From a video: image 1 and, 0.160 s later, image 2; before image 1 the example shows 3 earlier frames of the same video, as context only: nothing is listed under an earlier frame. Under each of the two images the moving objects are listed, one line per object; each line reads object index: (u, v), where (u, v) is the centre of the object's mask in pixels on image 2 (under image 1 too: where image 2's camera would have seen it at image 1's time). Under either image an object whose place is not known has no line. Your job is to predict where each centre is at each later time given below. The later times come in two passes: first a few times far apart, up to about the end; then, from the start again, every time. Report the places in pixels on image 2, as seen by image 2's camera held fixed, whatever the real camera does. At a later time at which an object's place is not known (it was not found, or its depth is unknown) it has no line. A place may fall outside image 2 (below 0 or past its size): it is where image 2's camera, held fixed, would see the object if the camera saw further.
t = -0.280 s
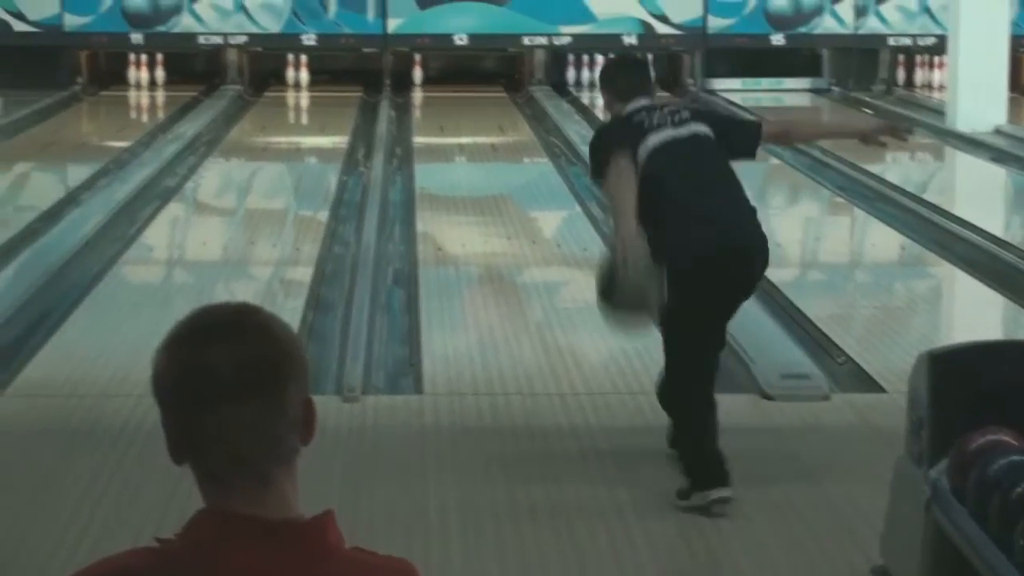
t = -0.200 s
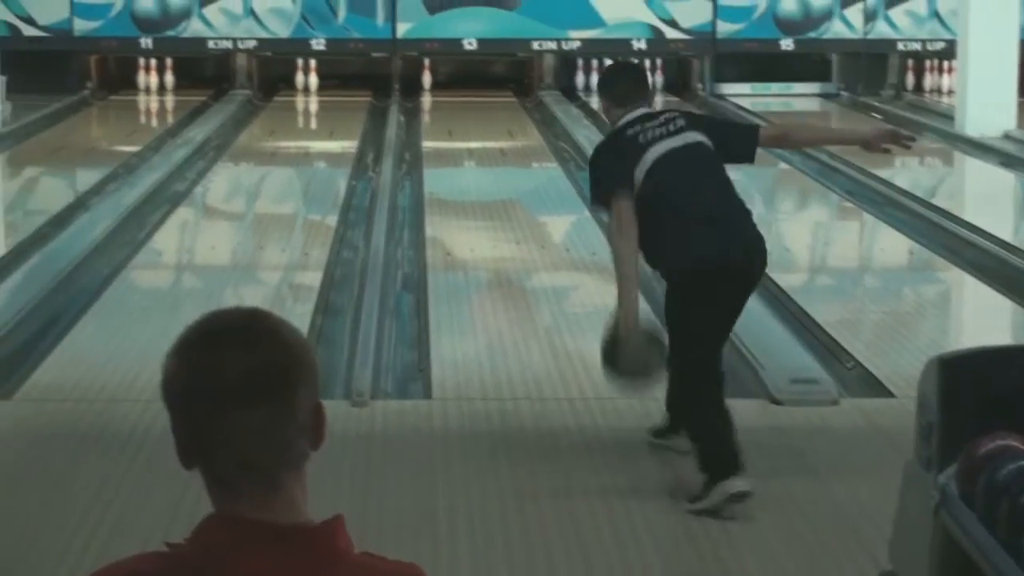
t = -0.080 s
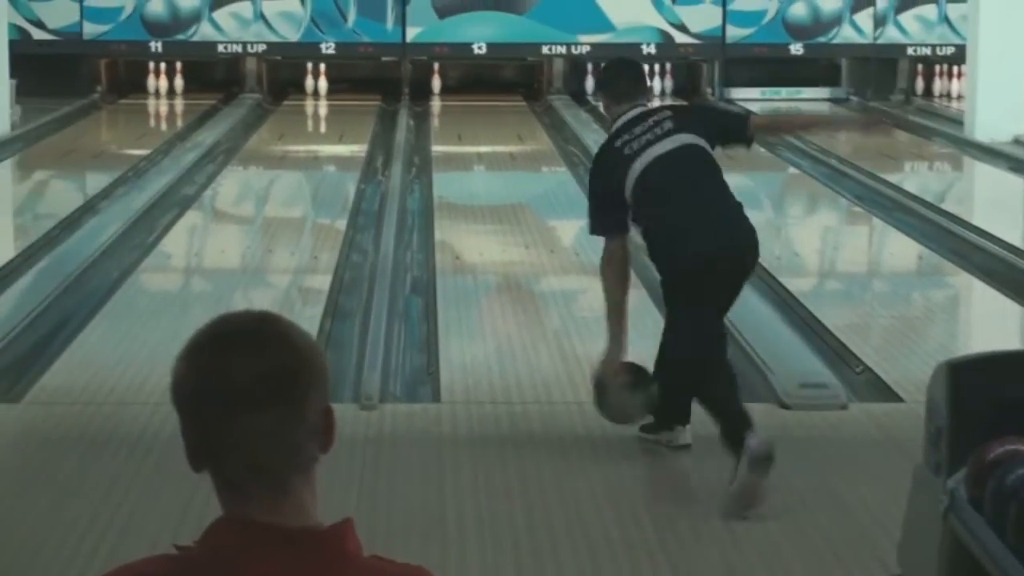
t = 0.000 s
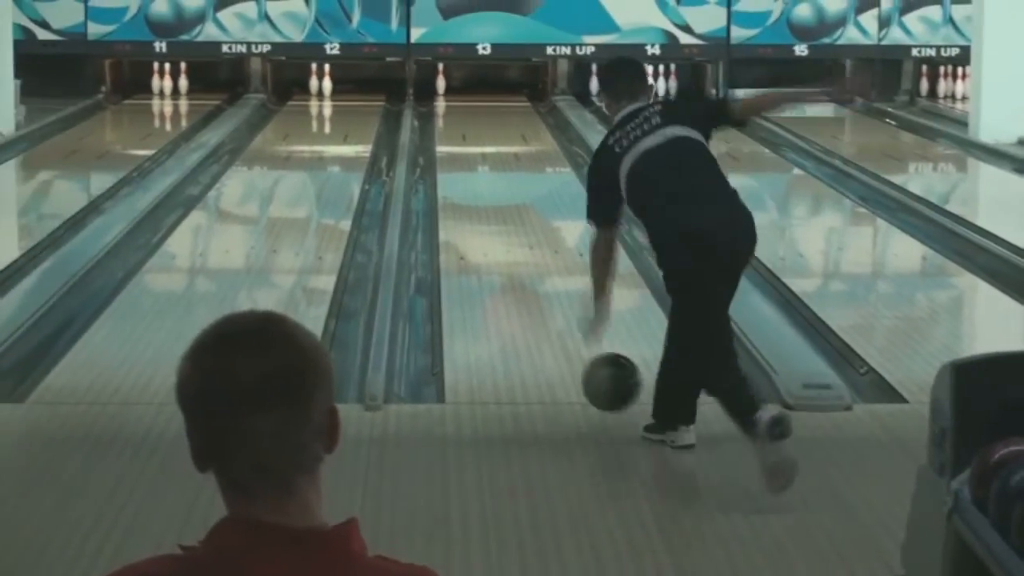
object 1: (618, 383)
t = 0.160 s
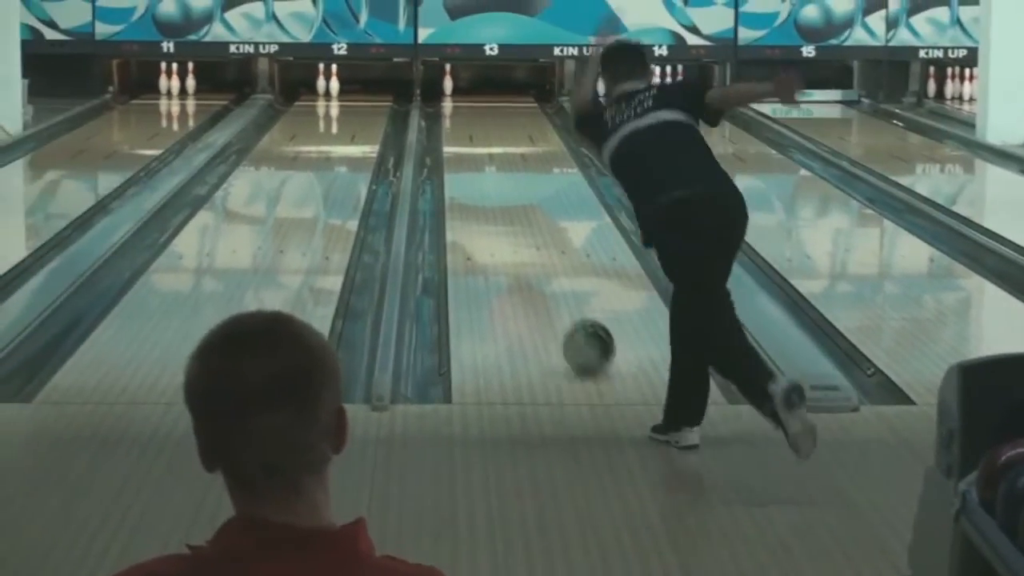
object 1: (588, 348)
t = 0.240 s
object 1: (577, 327)
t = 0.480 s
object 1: (547, 274)
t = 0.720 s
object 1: (527, 235)
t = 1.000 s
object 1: (509, 199)
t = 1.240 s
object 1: (497, 175)
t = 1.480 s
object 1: (488, 155)
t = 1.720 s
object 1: (481, 140)
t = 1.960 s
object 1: (475, 125)
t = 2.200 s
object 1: (470, 114)
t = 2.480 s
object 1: (468, 102)
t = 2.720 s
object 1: (470, 94)
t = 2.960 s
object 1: (472, 90)
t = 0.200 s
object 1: (582, 337)
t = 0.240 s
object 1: (577, 327)
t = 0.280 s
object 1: (571, 316)
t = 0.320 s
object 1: (566, 307)
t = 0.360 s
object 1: (561, 298)
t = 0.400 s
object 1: (556, 289)
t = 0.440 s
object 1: (552, 282)
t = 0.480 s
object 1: (547, 274)
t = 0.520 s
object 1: (544, 266)
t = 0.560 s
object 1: (540, 259)
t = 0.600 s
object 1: (536, 253)
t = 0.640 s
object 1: (533, 247)
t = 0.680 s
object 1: (530, 240)
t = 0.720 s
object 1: (527, 235)
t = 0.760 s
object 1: (524, 229)
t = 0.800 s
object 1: (521, 223)
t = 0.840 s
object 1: (518, 218)
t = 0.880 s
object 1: (516, 213)
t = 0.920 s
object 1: (514, 208)
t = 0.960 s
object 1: (511, 204)
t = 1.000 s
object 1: (509, 199)
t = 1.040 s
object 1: (507, 195)
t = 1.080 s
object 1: (505, 191)
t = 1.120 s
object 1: (503, 187)
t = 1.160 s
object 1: (501, 183)
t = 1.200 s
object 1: (499, 179)
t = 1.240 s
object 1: (497, 175)
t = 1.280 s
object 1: (496, 171)
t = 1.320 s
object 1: (494, 169)
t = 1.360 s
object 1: (493, 165)
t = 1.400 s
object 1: (491, 162)
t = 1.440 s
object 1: (489, 159)
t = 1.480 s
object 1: (488, 155)
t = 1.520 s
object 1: (486, 152)
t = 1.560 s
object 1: (485, 150)
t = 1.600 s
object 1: (484, 147)
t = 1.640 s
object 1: (483, 145)
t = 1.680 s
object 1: (482, 142)
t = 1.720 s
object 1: (481, 140)
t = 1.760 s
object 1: (479, 137)
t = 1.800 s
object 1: (479, 135)
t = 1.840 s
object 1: (478, 132)
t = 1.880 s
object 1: (477, 130)
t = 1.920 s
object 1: (475, 127)
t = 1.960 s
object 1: (475, 125)
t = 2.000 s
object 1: (474, 123)
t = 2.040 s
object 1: (473, 122)
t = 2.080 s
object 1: (472, 119)
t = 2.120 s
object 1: (472, 118)
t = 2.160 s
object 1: (472, 116)
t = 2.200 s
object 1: (470, 114)
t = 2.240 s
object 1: (470, 111)
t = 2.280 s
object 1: (470, 111)
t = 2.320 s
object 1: (469, 108)
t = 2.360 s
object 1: (468, 106)
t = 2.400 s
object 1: (469, 107)
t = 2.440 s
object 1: (469, 104)
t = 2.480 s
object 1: (468, 102)
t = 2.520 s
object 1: (468, 102)
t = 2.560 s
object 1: (468, 100)
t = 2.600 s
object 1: (468, 99)
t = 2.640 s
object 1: (469, 97)
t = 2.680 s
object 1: (470, 94)
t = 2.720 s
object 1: (470, 94)
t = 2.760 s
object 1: (469, 92)
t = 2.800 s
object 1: (470, 92)
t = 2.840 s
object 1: (471, 90)
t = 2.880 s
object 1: (471, 89)
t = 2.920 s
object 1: (470, 88)
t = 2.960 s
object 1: (472, 90)
